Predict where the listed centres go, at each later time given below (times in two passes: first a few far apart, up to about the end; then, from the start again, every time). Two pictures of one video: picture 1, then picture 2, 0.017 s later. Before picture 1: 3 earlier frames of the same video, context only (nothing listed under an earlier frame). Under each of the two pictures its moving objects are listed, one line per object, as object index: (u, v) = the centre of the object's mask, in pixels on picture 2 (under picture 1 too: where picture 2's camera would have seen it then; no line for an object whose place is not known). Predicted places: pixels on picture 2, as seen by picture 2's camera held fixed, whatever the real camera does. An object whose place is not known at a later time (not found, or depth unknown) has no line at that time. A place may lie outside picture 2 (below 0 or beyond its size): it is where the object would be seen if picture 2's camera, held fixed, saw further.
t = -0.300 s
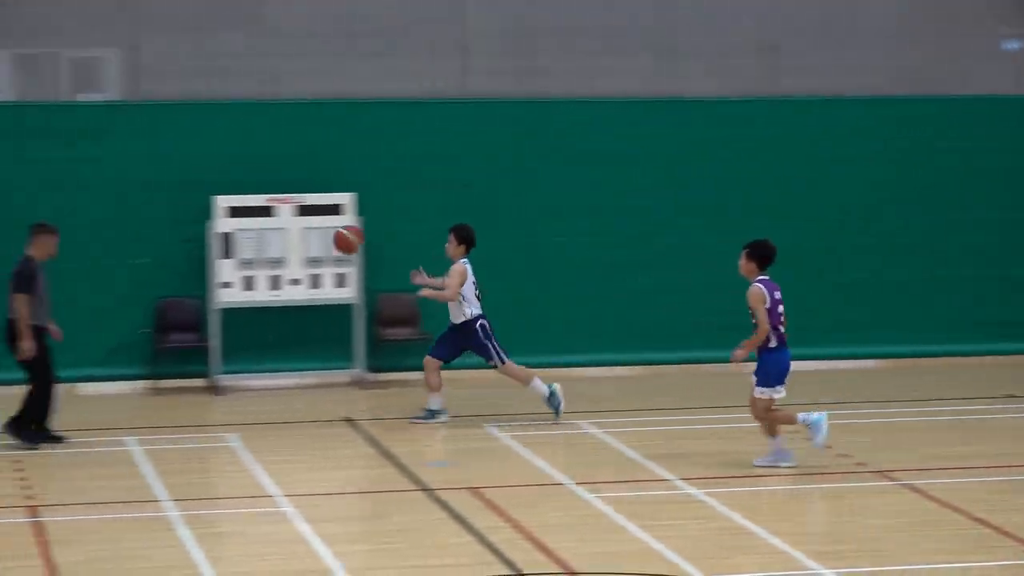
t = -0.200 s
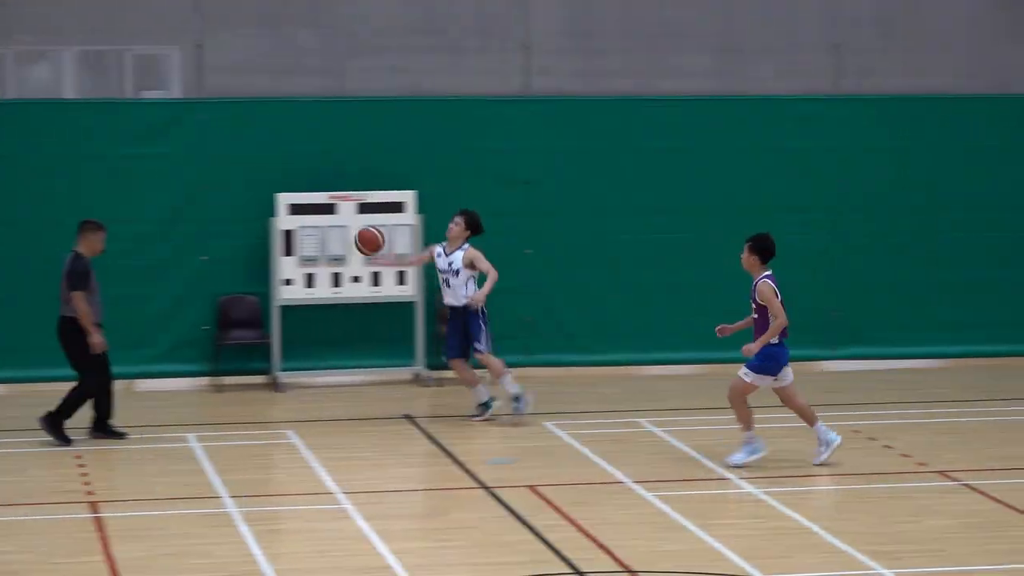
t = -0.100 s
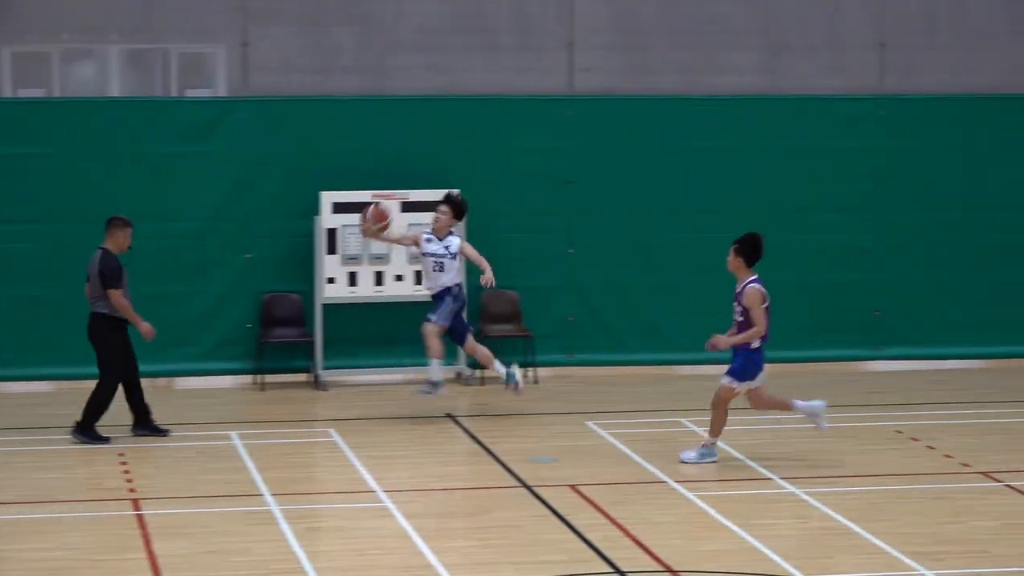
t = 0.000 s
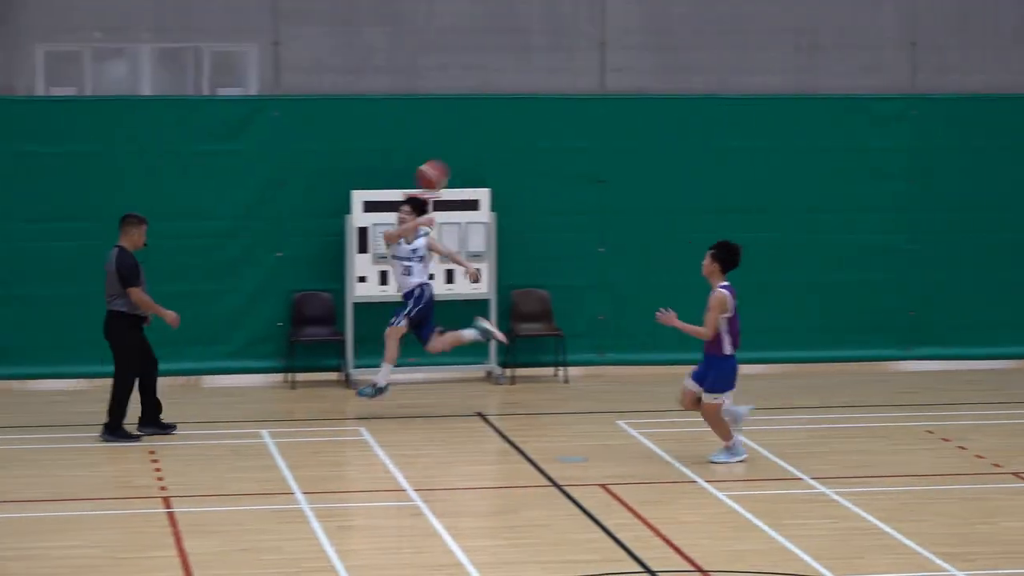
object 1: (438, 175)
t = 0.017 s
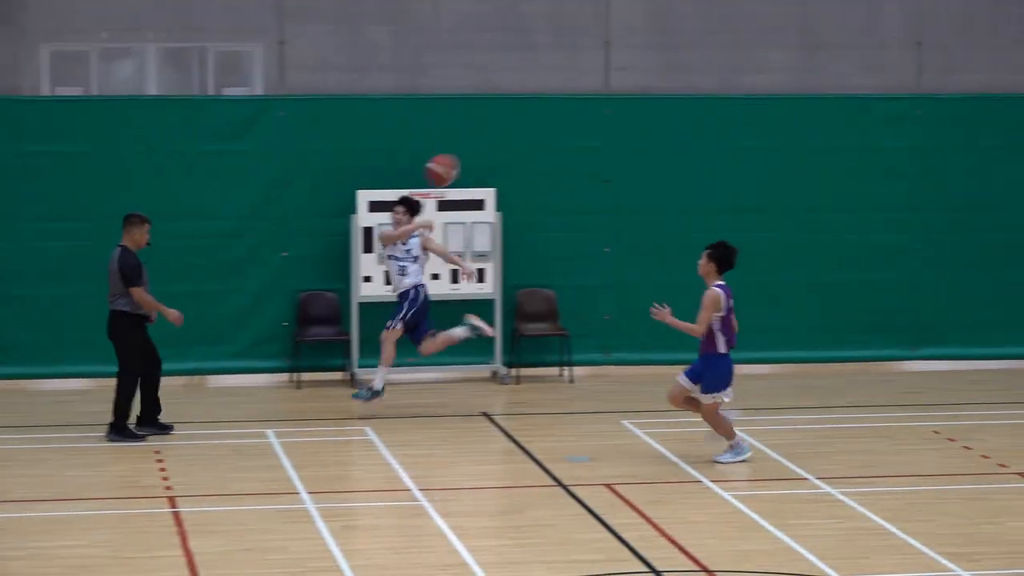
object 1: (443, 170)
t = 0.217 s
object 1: (500, 123)
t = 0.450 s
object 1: (573, 133)
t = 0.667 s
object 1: (648, 219)
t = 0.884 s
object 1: (731, 386)
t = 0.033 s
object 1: (446, 164)
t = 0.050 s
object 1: (451, 159)
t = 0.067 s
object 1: (456, 154)
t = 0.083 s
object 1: (461, 149)
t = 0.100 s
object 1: (465, 145)
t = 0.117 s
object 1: (471, 141)
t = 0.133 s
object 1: (475, 137)
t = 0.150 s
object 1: (480, 133)
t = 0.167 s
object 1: (485, 131)
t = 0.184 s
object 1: (490, 128)
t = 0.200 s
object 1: (495, 126)
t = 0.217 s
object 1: (500, 123)
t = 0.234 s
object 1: (505, 122)
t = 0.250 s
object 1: (510, 120)
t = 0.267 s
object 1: (515, 119)
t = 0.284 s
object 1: (520, 119)
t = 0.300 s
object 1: (526, 118)
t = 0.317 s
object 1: (531, 119)
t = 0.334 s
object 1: (536, 119)
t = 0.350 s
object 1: (541, 120)
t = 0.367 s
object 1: (546, 121)
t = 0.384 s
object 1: (552, 123)
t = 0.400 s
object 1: (557, 125)
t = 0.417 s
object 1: (563, 127)
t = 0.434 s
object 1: (568, 130)
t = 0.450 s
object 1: (573, 133)
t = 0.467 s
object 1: (579, 137)
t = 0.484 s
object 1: (584, 141)
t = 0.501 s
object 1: (590, 146)
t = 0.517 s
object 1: (596, 152)
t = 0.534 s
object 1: (601, 157)
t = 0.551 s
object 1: (606, 163)
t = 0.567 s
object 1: (613, 170)
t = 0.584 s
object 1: (618, 177)
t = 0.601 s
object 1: (624, 185)
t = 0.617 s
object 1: (630, 193)
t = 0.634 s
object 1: (636, 201)
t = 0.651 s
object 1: (642, 210)
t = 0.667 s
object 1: (648, 219)
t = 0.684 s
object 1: (655, 229)
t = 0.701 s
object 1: (661, 240)
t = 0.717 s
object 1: (667, 250)
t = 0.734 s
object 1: (673, 262)
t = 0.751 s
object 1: (680, 273)
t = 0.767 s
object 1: (686, 286)
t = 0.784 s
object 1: (692, 298)
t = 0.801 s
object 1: (699, 312)
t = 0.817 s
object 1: (705, 326)
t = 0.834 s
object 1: (711, 339)
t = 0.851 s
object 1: (717, 353)
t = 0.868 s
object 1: (724, 369)
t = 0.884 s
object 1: (731, 386)
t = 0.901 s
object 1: (739, 401)
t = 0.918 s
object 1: (745, 421)
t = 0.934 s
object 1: (752, 440)
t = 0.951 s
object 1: (759, 457)
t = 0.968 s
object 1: (767, 476)
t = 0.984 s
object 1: (776, 496)
